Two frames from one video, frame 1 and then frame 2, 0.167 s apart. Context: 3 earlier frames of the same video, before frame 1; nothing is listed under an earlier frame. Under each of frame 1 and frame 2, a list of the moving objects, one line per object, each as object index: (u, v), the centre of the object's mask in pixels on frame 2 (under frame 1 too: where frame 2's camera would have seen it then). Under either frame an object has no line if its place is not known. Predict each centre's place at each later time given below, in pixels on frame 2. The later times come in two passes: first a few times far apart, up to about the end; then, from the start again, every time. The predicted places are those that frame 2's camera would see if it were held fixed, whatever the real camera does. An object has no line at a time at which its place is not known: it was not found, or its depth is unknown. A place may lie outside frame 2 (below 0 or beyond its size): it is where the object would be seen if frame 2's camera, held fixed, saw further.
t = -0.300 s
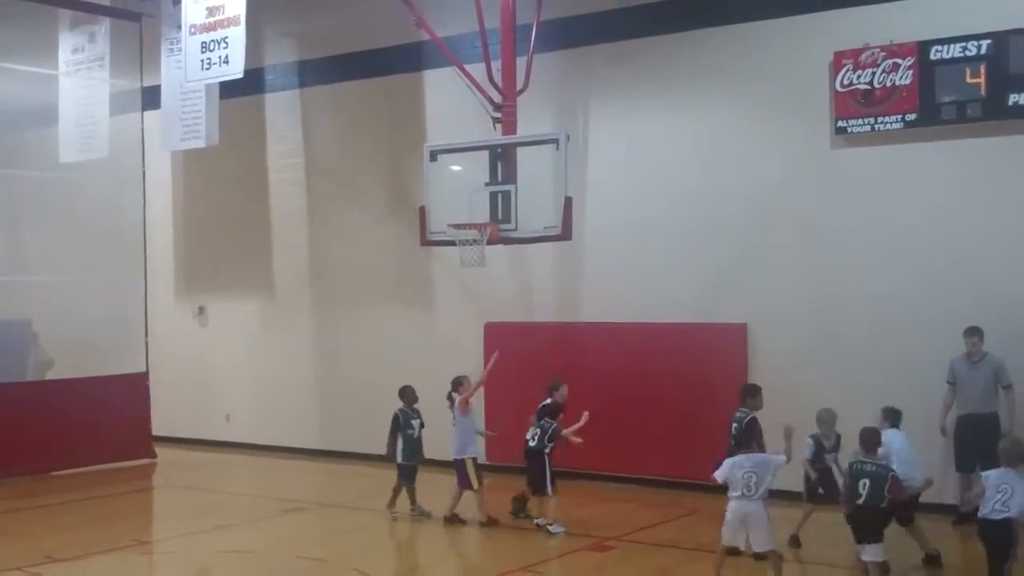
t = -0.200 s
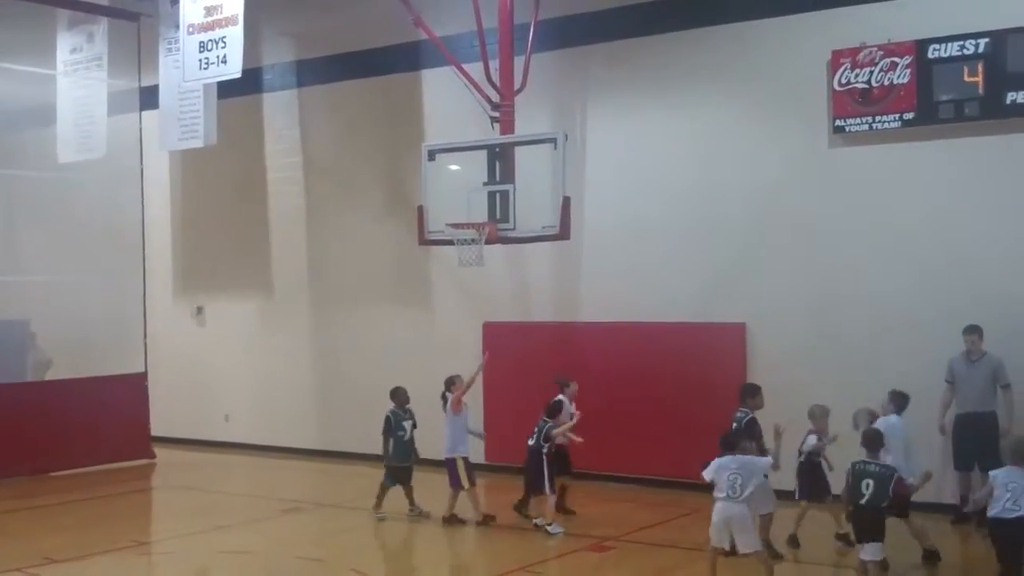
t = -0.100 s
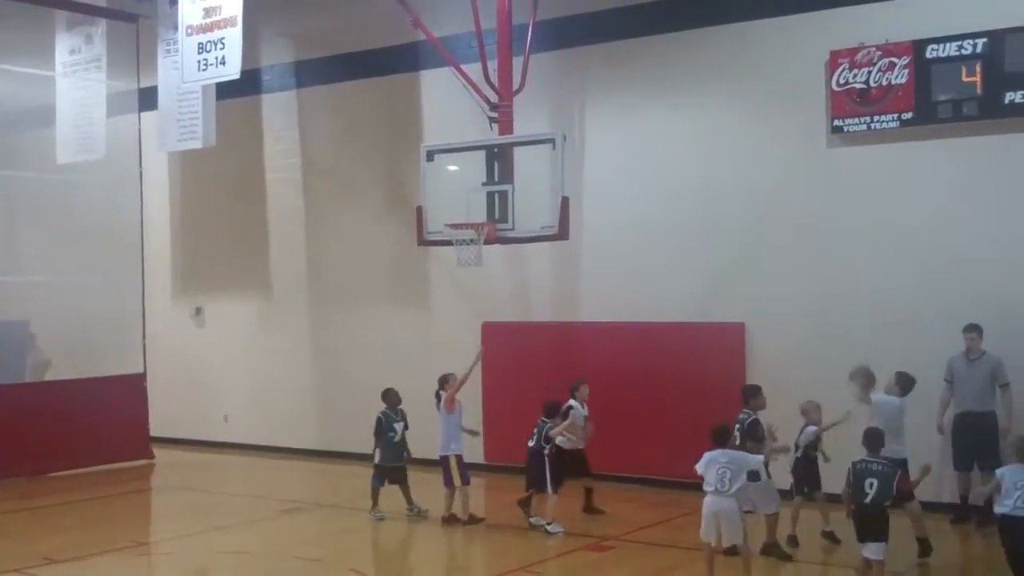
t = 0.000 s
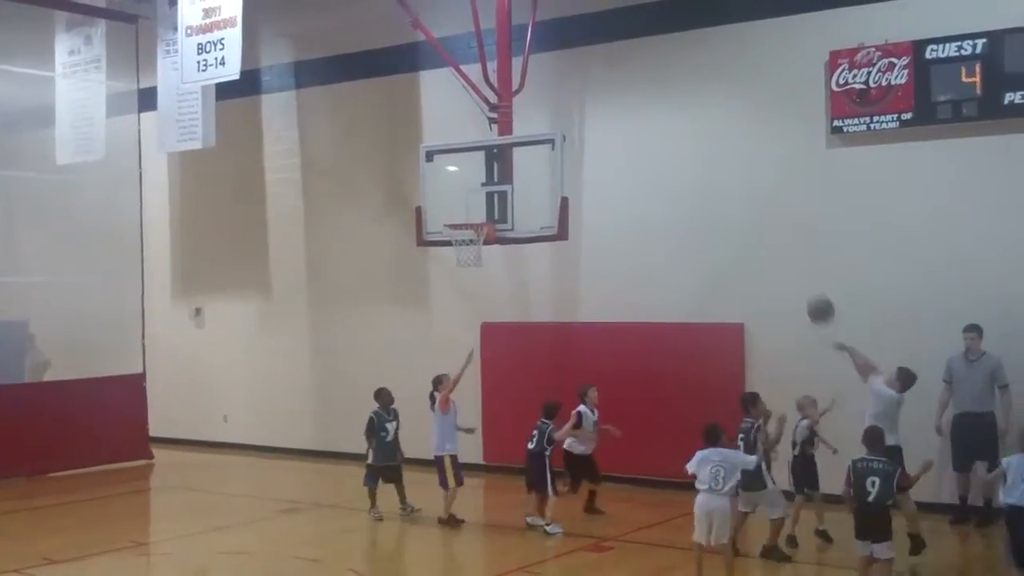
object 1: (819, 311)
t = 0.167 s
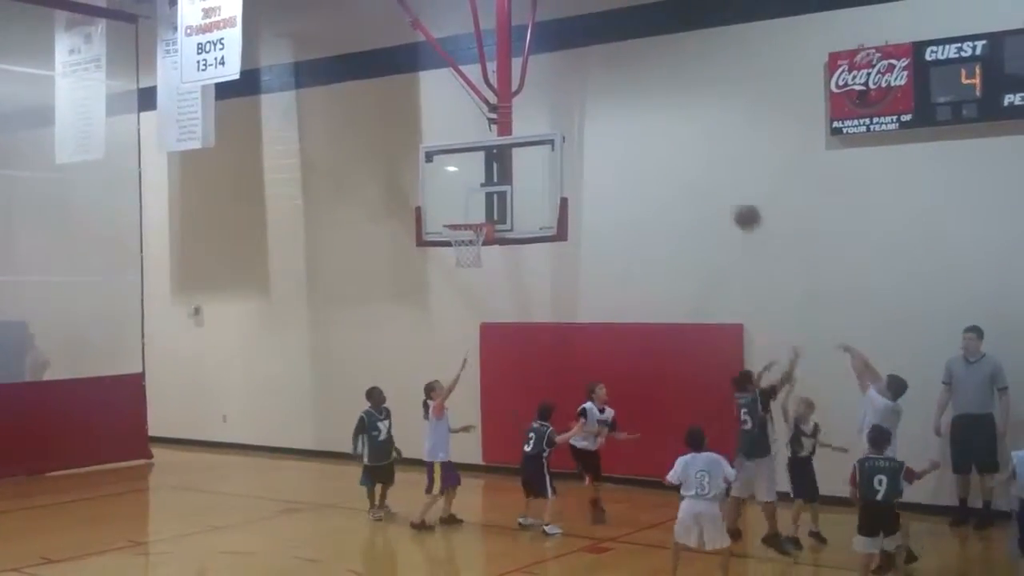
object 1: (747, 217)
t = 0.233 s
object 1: (719, 190)
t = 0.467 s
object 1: (629, 137)
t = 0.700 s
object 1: (550, 143)
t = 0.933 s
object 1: (478, 200)
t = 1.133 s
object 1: (469, 262)
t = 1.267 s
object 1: (481, 303)
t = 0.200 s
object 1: (732, 202)
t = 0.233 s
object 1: (719, 190)
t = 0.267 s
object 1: (706, 178)
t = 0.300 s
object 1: (692, 168)
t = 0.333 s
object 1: (679, 159)
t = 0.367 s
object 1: (667, 152)
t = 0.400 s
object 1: (654, 146)
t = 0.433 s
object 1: (641, 141)
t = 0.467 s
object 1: (629, 137)
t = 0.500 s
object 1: (617, 134)
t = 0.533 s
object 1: (605, 133)
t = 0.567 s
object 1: (594, 133)
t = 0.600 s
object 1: (582, 134)
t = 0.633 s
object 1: (571, 136)
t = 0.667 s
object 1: (560, 139)
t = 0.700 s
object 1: (550, 143)
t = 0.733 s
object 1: (539, 148)
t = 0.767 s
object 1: (528, 155)
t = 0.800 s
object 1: (518, 161)
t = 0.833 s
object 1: (509, 170)
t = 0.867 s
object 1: (495, 178)
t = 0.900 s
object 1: (488, 189)
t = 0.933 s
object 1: (478, 200)
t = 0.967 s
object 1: (468, 212)
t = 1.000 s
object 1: (460, 224)
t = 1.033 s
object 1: (460, 235)
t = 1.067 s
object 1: (462, 245)
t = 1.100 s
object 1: (465, 254)
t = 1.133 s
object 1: (469, 262)
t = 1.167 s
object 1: (472, 272)
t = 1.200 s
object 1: (474, 281)
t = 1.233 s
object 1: (478, 292)
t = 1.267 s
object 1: (481, 303)
